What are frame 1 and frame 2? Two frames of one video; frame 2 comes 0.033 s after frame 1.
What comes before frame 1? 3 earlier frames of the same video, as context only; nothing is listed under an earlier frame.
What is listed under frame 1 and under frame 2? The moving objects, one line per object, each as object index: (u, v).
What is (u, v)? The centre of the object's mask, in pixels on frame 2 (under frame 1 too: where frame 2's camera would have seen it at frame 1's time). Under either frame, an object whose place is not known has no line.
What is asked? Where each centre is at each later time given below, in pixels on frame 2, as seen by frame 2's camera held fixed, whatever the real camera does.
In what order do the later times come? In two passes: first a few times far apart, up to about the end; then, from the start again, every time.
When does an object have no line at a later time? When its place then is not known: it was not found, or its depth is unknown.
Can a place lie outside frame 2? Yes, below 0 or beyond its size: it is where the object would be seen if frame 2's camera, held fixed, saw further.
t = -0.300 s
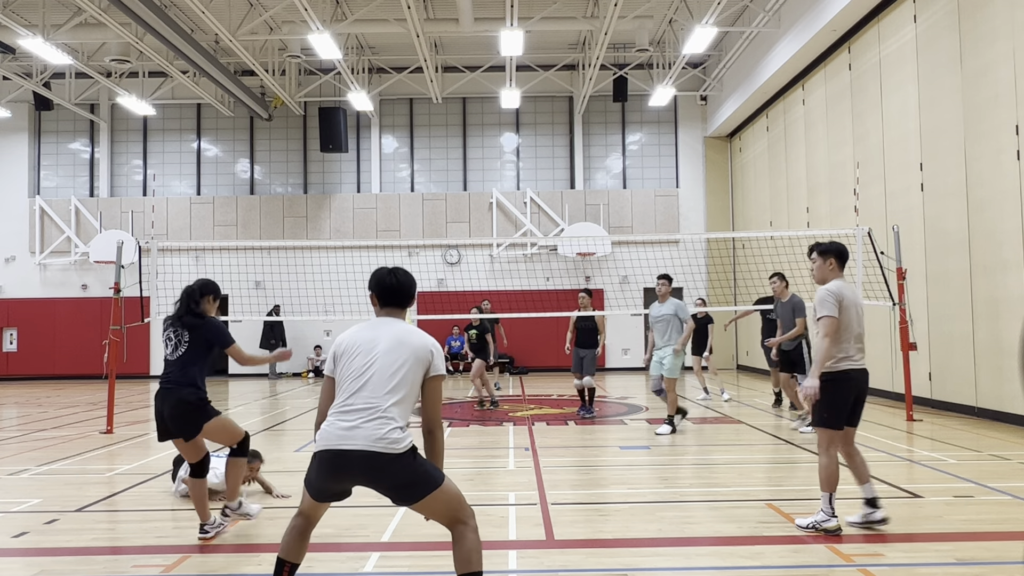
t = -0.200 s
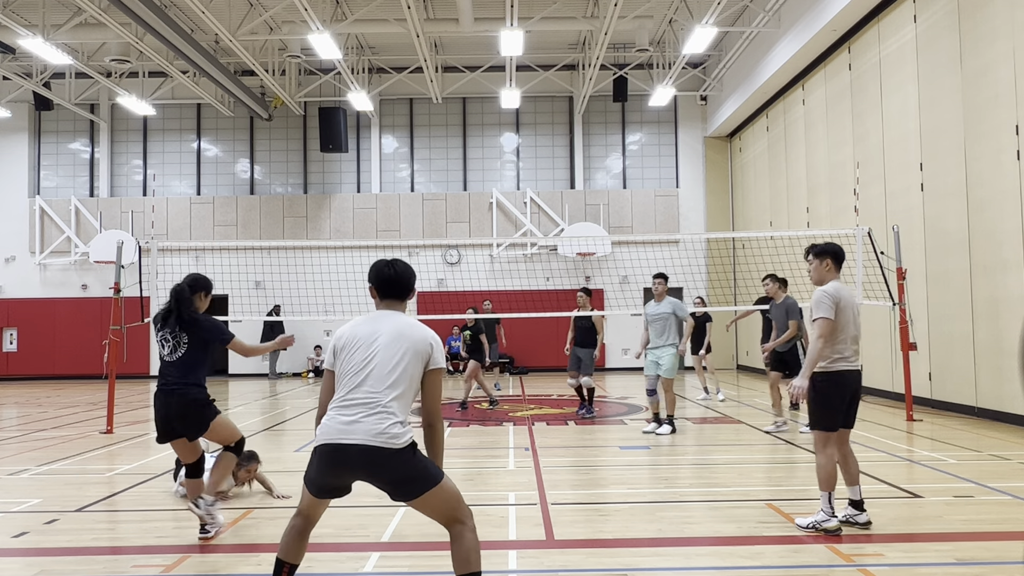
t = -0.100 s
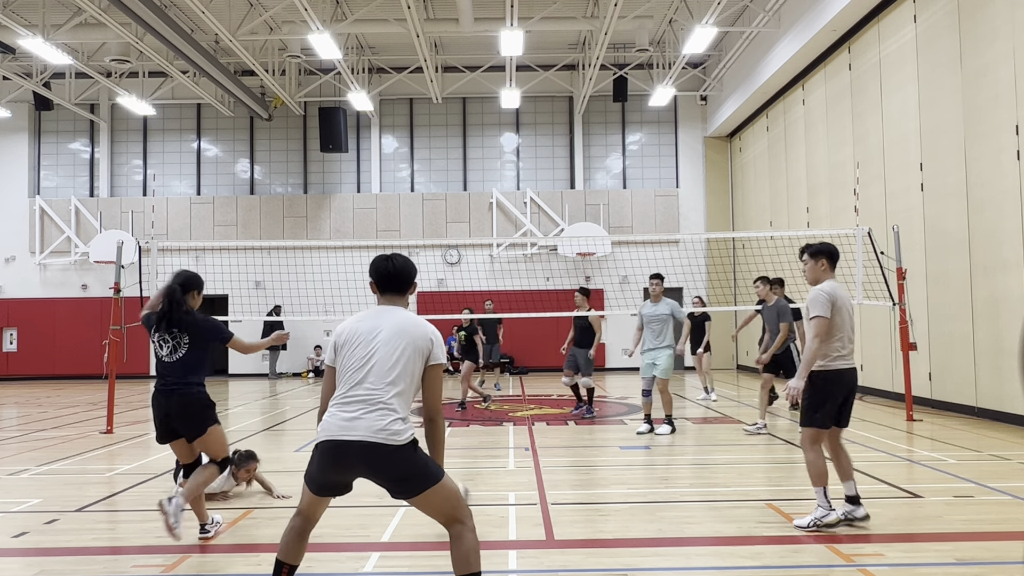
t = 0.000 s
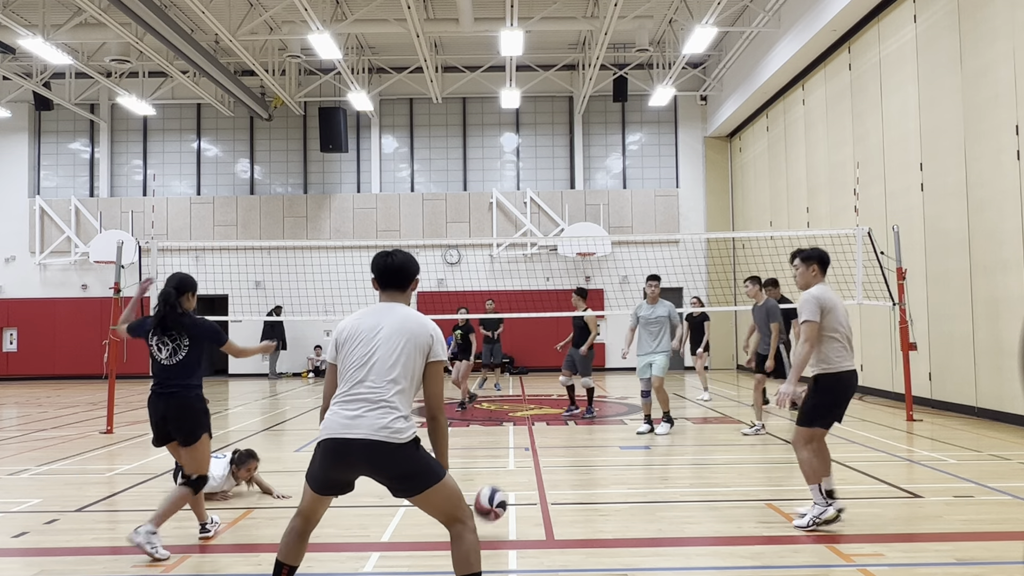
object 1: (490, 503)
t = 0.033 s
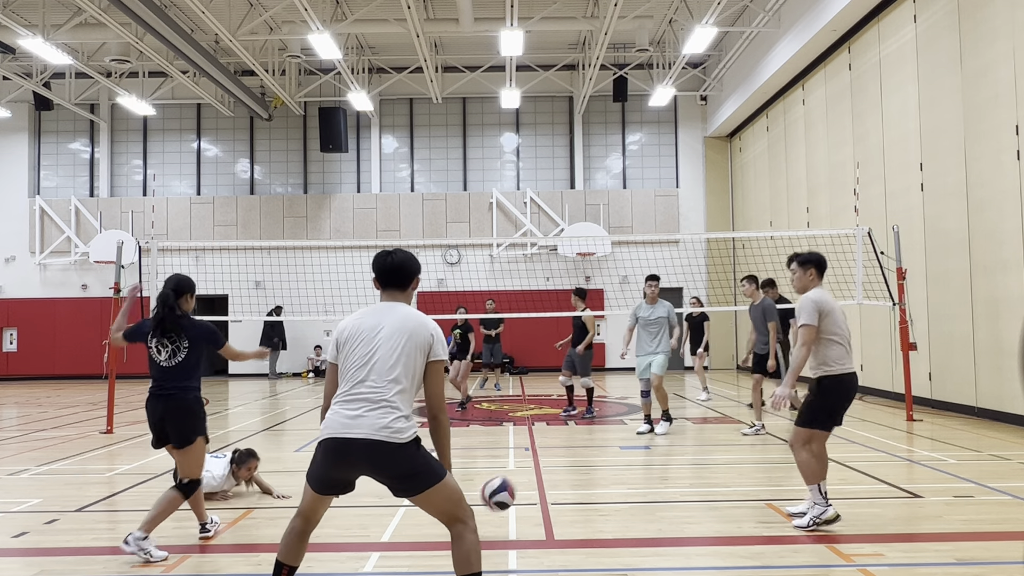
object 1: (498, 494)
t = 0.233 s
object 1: (552, 469)
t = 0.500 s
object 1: (632, 545)
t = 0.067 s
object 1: (507, 486)
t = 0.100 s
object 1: (516, 478)
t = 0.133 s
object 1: (524, 472)
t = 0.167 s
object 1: (533, 469)
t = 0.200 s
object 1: (542, 468)
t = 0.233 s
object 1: (552, 469)
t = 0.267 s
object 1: (561, 471)
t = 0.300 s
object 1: (570, 475)
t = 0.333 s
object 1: (580, 482)
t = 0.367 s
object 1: (590, 489)
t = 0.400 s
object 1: (599, 500)
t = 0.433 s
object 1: (609, 512)
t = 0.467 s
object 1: (620, 527)
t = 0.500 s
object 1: (632, 545)
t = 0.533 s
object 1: (642, 533)
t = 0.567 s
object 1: (653, 523)
